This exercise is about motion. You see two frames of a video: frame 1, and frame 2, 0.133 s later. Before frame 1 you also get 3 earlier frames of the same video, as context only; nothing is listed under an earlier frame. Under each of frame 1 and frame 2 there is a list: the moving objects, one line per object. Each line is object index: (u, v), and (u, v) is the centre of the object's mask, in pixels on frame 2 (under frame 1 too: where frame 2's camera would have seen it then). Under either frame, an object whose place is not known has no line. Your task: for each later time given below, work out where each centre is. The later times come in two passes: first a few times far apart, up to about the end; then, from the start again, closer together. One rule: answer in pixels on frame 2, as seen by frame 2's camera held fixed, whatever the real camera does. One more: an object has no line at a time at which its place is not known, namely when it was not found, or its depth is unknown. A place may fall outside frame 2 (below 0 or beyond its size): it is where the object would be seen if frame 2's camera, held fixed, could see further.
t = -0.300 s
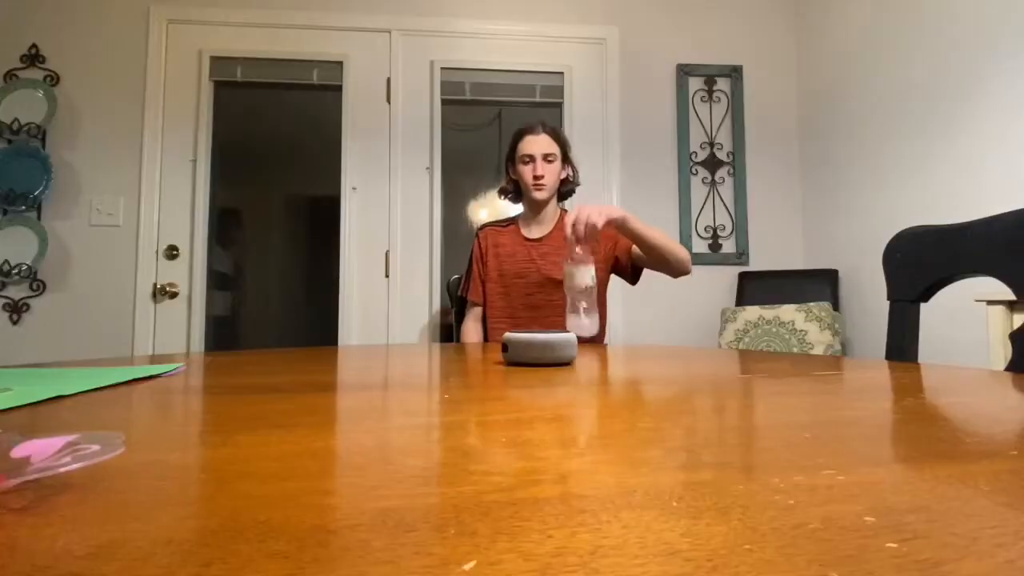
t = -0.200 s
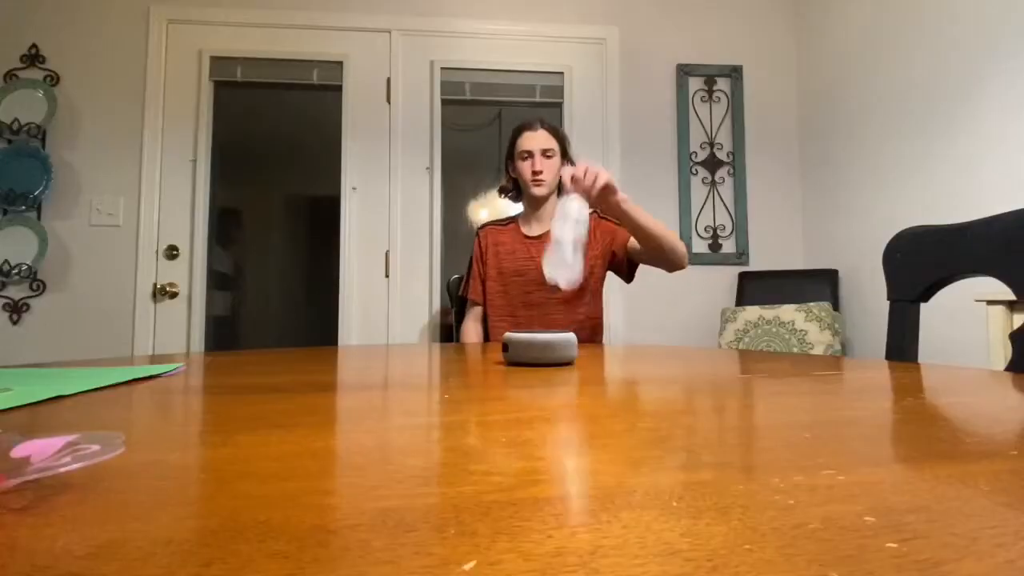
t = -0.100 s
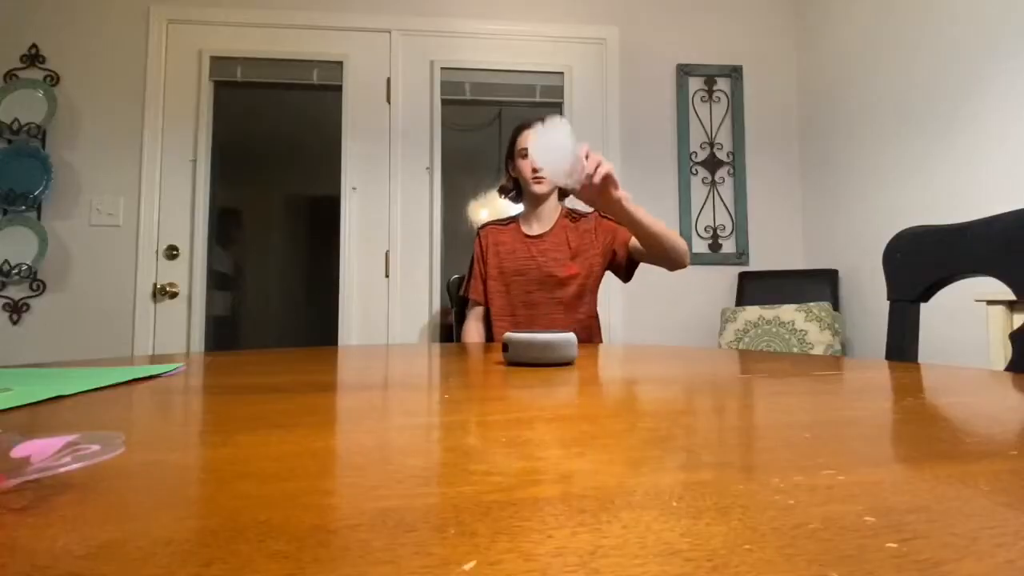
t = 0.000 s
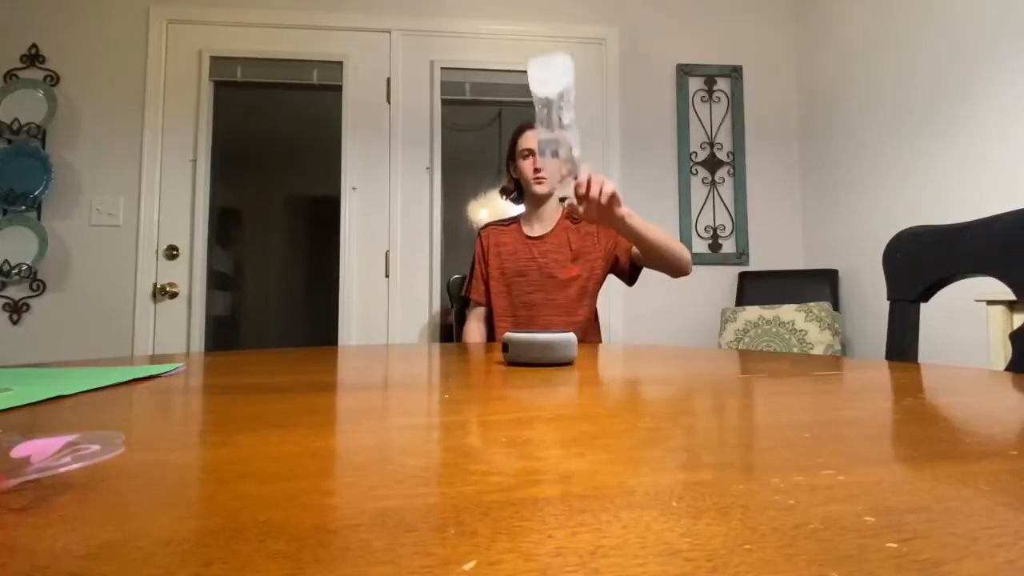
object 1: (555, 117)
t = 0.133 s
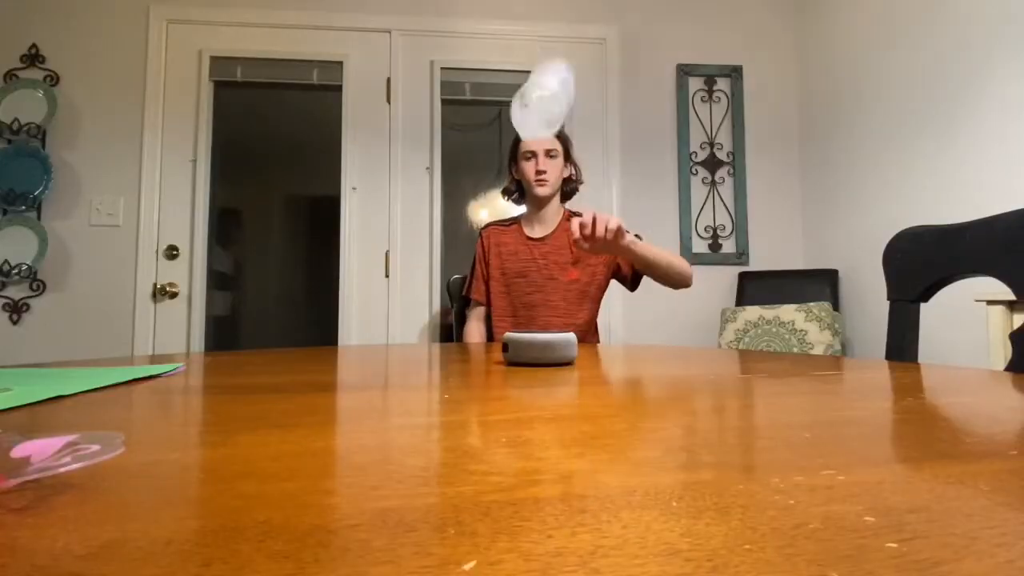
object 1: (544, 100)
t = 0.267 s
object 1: (543, 194)
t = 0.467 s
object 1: (542, 255)
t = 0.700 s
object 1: (533, 256)
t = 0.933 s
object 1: (539, 264)
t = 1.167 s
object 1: (541, 260)
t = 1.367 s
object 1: (539, 263)
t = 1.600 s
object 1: (541, 262)
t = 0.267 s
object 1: (543, 194)
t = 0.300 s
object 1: (546, 251)
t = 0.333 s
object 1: (543, 257)
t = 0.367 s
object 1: (543, 256)
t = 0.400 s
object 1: (543, 255)
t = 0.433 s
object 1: (543, 255)
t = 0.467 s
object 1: (542, 255)
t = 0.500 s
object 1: (540, 255)
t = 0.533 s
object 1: (538, 255)
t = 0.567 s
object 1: (535, 256)
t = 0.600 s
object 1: (530, 256)
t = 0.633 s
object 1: (529, 257)
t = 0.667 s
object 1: (531, 257)
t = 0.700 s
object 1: (533, 256)
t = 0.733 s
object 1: (533, 256)
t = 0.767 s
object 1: (536, 256)
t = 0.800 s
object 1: (538, 257)
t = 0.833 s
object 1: (539, 258)
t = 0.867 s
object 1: (541, 260)
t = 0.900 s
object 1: (541, 263)
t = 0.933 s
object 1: (539, 264)
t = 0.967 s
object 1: (537, 264)
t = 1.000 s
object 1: (534, 264)
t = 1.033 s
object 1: (533, 265)
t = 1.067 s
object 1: (535, 264)
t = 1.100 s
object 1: (538, 263)
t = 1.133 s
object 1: (540, 261)
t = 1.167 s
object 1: (541, 260)
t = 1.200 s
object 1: (538, 259)
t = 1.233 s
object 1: (538, 260)
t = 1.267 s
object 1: (540, 261)
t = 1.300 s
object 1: (540, 262)
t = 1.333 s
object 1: (538, 263)
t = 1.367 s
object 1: (539, 263)
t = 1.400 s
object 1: (541, 262)
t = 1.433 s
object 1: (541, 262)
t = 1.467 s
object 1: (541, 262)
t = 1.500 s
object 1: (541, 261)
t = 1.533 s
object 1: (540, 261)
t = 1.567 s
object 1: (541, 262)
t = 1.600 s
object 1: (541, 262)
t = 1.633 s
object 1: (541, 262)
